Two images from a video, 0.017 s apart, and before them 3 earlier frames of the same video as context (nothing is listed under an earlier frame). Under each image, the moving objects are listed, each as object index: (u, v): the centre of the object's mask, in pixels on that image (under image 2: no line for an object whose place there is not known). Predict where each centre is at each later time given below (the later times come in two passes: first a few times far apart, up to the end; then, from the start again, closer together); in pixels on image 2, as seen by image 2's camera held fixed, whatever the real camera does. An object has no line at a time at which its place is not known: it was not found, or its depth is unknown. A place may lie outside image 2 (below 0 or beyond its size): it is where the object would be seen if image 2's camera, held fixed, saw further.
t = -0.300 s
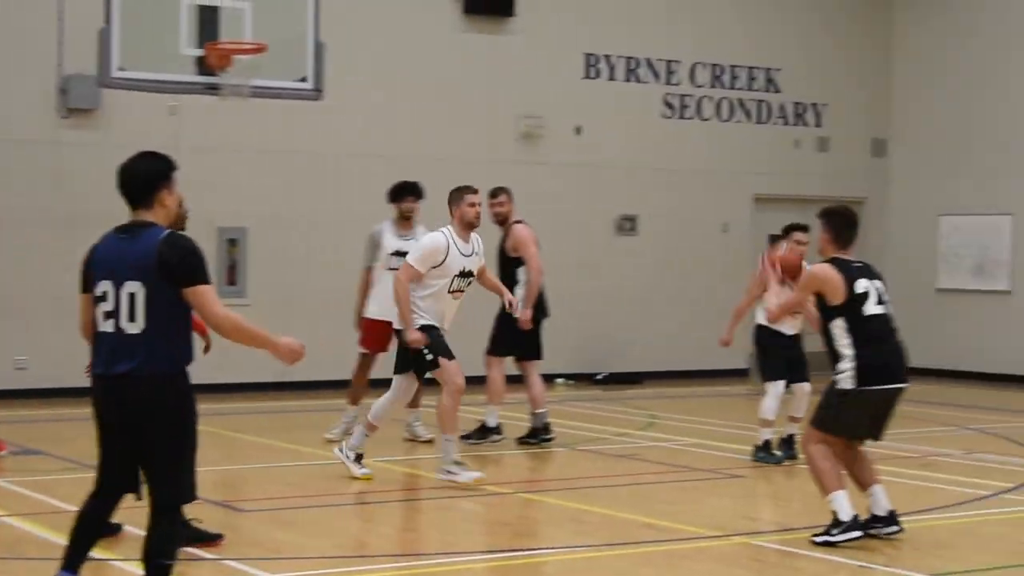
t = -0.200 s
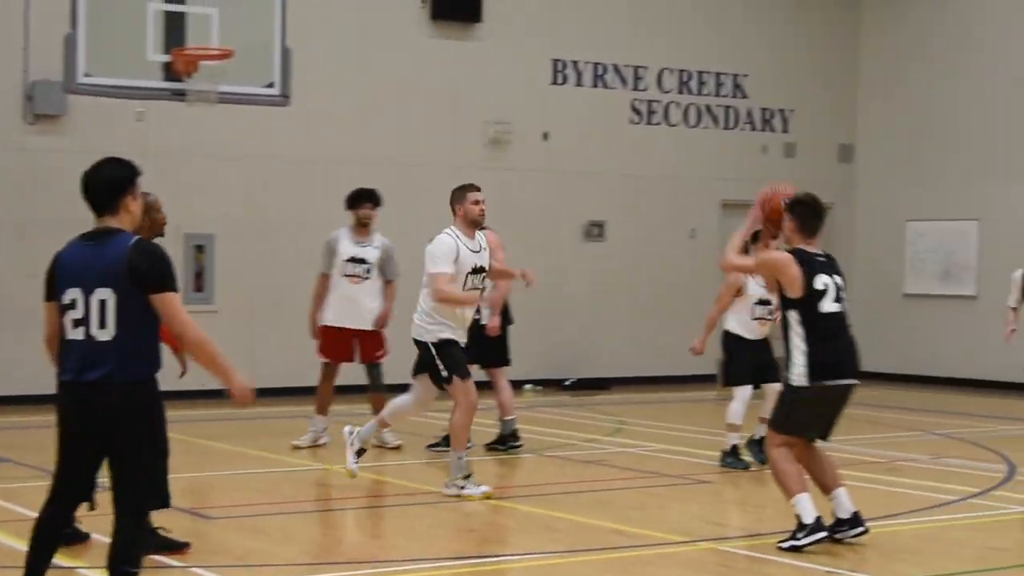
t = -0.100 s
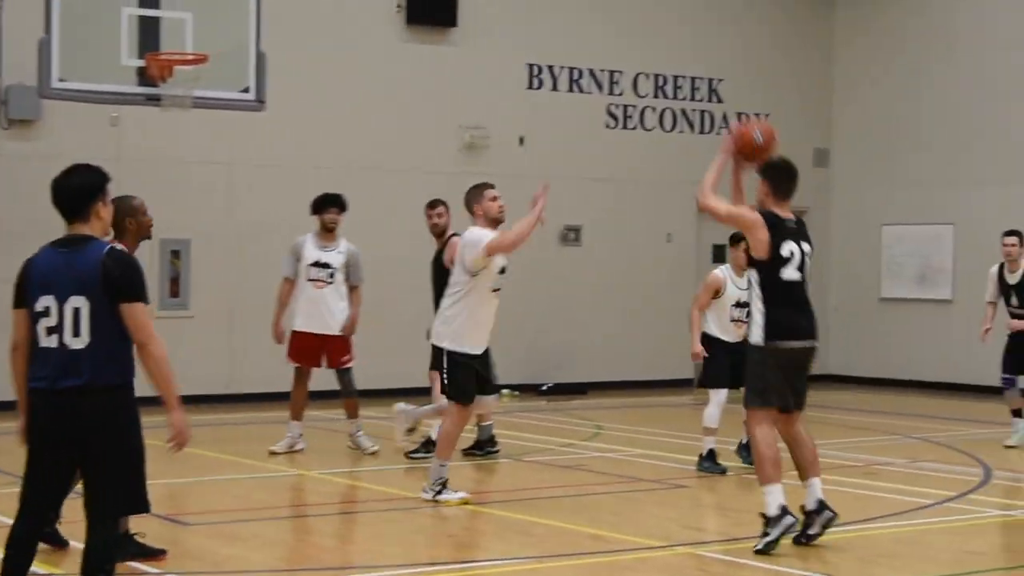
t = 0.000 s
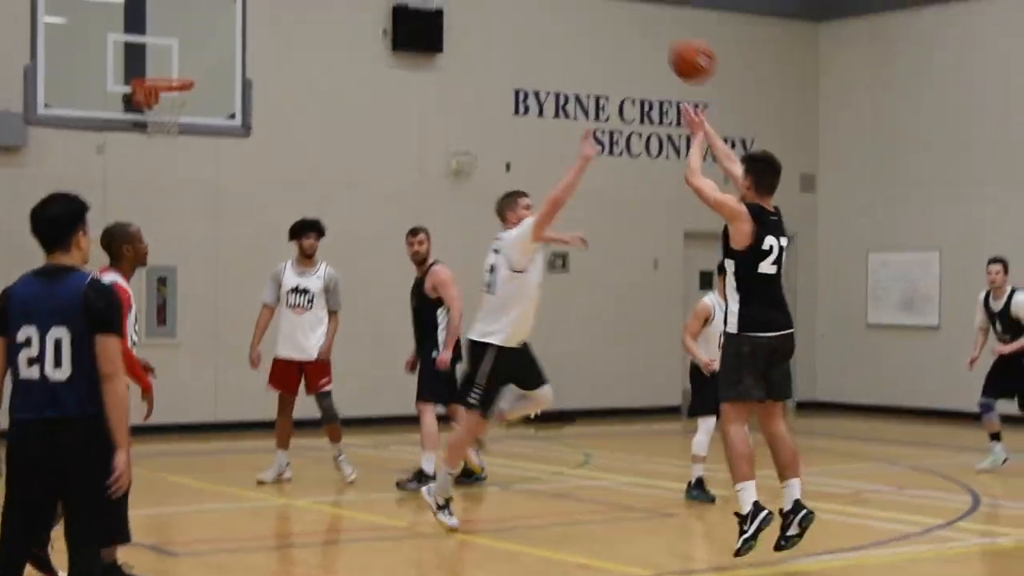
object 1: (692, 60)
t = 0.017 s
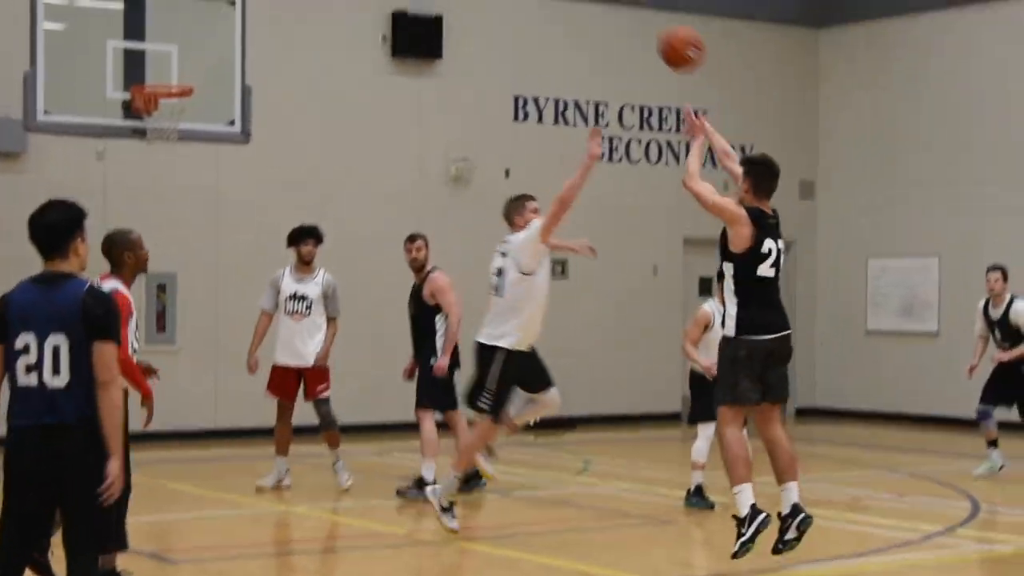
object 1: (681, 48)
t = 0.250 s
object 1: (549, -126)
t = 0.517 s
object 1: (424, -206)
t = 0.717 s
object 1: (341, -186)
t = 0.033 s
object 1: (671, 31)
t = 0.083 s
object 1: (642, -16)
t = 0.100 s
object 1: (632, -29)
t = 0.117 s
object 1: (623, -40)
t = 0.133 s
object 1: (613, -52)
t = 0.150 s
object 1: (603, -64)
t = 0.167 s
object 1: (594, -75)
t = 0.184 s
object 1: (585, -87)
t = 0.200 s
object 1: (576, -98)
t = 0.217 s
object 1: (566, -109)
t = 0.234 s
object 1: (558, -117)
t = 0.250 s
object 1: (549, -126)
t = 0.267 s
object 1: (541, -136)
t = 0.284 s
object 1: (532, -145)
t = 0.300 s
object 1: (524, -153)
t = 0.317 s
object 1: (516, -161)
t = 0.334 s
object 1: (508, -169)
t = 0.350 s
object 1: (500, -176)
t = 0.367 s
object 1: (492, -181)
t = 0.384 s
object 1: (484, -186)
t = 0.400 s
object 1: (476, -190)
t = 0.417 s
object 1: (468, -193)
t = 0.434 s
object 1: (461, -197)
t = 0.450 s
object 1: (453, -199)
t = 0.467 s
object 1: (446, -202)
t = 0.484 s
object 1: (438, -203)
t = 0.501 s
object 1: (431, -204)
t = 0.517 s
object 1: (424, -206)
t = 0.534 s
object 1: (416, -207)
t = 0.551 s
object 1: (409, -207)
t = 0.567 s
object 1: (402, -207)
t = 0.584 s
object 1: (395, -206)
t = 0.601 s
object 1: (388, -205)
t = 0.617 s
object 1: (381, -203)
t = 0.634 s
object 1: (374, -201)
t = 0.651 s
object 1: (368, -199)
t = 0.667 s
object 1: (361, -196)
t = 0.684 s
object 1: (354, -193)
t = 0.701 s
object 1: (347, -190)
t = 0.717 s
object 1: (341, -186)
